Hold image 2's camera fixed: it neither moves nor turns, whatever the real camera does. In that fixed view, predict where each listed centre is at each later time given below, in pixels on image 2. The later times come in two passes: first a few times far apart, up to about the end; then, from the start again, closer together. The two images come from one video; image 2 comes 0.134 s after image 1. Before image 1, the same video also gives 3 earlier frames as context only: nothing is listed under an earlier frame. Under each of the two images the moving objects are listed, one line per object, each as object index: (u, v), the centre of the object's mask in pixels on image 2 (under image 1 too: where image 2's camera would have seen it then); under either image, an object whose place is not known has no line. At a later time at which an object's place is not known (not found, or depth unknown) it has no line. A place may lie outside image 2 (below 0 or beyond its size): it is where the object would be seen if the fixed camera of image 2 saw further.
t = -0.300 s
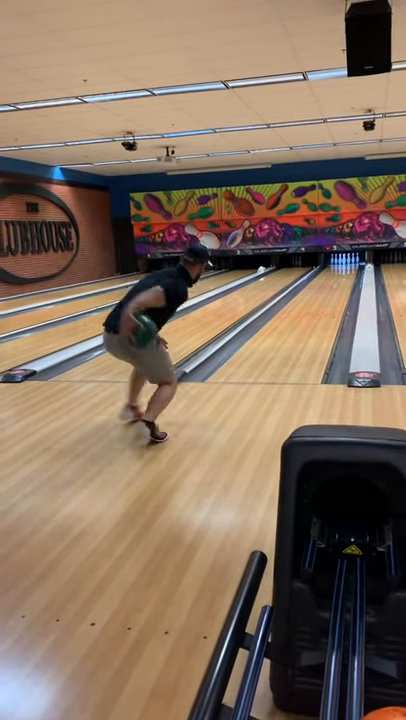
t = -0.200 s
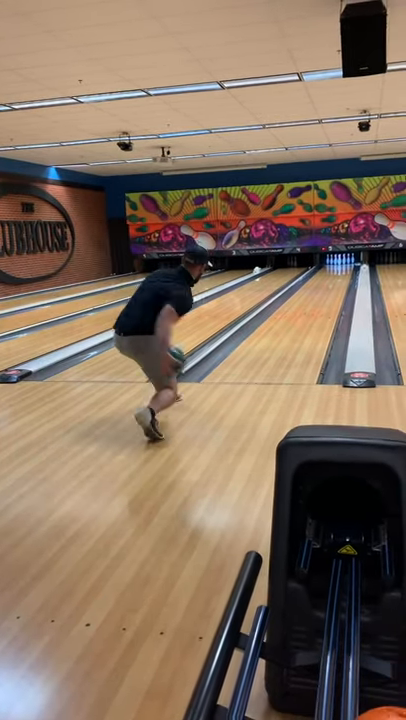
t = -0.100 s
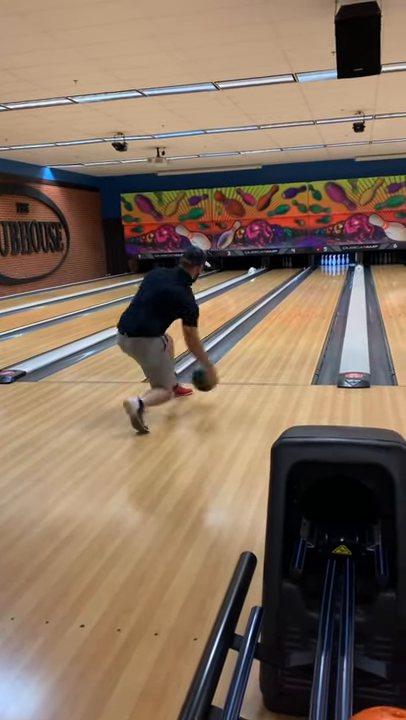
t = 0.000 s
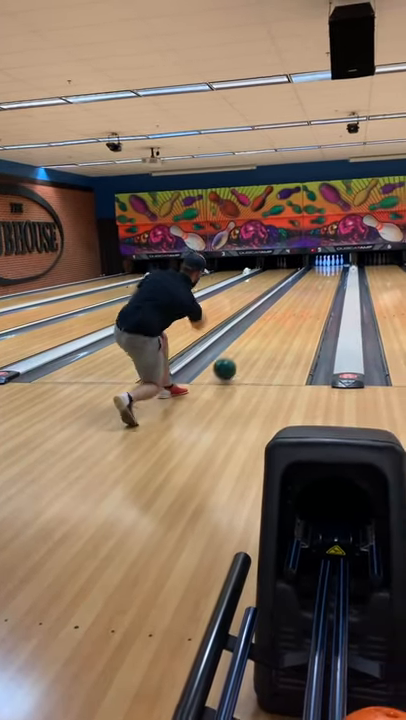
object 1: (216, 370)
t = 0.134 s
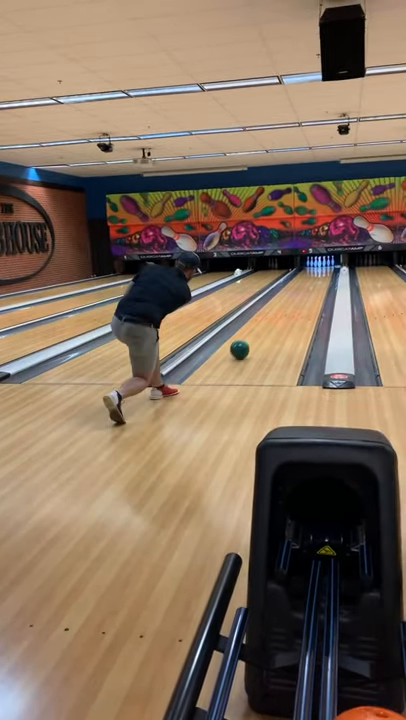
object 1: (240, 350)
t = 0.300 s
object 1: (260, 330)
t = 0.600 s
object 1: (283, 308)
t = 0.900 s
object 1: (297, 293)
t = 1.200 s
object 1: (306, 284)
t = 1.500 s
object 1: (313, 277)
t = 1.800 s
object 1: (318, 271)
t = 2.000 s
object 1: (320, 269)
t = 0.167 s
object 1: (244, 345)
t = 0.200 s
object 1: (248, 341)
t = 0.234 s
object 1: (253, 337)
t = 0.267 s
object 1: (256, 333)
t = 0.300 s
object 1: (260, 330)
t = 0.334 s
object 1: (263, 327)
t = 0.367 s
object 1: (266, 325)
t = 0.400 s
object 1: (269, 321)
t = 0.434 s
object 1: (272, 319)
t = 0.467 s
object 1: (275, 316)
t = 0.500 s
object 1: (277, 314)
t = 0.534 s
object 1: (279, 311)
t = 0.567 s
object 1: (281, 309)
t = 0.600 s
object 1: (283, 308)
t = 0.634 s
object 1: (285, 305)
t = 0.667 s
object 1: (287, 304)
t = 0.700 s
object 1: (289, 302)
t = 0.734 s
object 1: (290, 301)
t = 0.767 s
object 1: (292, 299)
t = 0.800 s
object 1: (294, 298)
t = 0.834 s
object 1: (295, 296)
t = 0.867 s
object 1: (296, 295)
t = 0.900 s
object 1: (297, 293)
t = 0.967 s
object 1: (299, 292)
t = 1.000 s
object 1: (300, 291)
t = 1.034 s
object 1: (301, 290)
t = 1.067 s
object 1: (302, 288)
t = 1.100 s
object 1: (304, 287)
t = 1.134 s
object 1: (305, 286)
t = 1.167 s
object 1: (306, 285)
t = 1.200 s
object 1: (306, 284)
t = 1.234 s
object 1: (307, 284)
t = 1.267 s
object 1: (308, 283)
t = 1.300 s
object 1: (309, 282)
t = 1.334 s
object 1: (310, 281)
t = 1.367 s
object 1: (311, 281)
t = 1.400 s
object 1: (312, 280)
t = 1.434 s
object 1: (312, 279)
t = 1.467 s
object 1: (313, 278)
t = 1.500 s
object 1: (313, 277)
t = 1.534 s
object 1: (314, 277)
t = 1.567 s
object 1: (315, 276)
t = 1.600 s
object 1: (315, 275)
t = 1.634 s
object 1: (316, 275)
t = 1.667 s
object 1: (316, 274)
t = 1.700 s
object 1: (317, 273)
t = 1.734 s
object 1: (317, 273)
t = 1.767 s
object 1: (317, 272)
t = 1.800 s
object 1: (318, 271)
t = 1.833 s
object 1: (319, 271)
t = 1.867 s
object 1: (319, 271)
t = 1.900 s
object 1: (319, 270)
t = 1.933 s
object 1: (319, 270)
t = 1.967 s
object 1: (320, 269)
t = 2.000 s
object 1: (320, 269)
